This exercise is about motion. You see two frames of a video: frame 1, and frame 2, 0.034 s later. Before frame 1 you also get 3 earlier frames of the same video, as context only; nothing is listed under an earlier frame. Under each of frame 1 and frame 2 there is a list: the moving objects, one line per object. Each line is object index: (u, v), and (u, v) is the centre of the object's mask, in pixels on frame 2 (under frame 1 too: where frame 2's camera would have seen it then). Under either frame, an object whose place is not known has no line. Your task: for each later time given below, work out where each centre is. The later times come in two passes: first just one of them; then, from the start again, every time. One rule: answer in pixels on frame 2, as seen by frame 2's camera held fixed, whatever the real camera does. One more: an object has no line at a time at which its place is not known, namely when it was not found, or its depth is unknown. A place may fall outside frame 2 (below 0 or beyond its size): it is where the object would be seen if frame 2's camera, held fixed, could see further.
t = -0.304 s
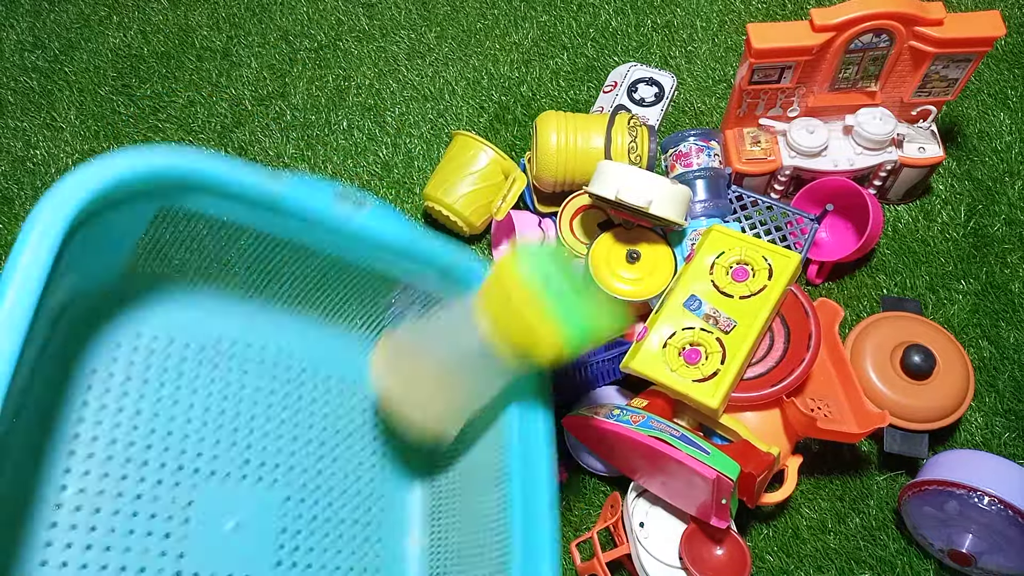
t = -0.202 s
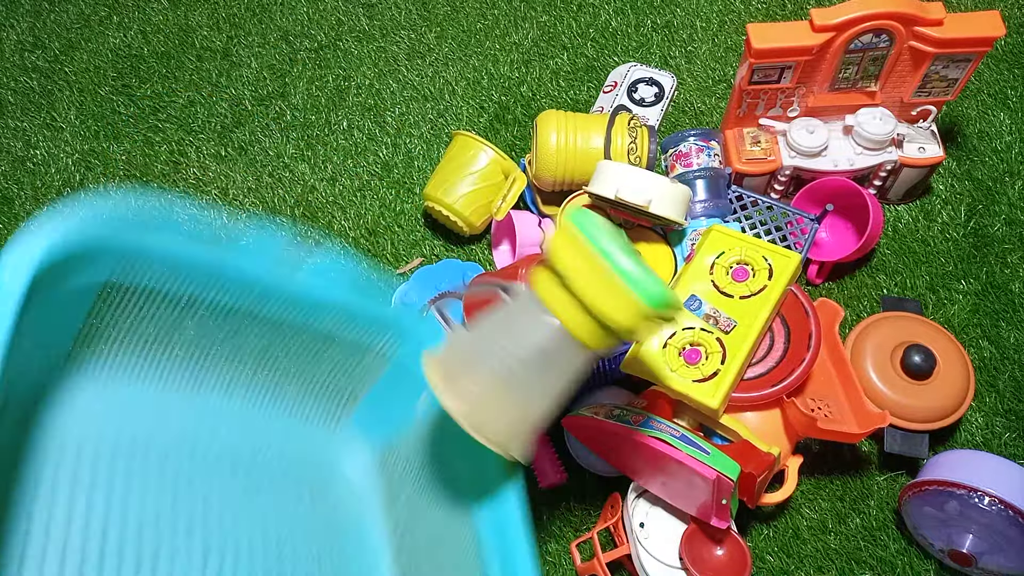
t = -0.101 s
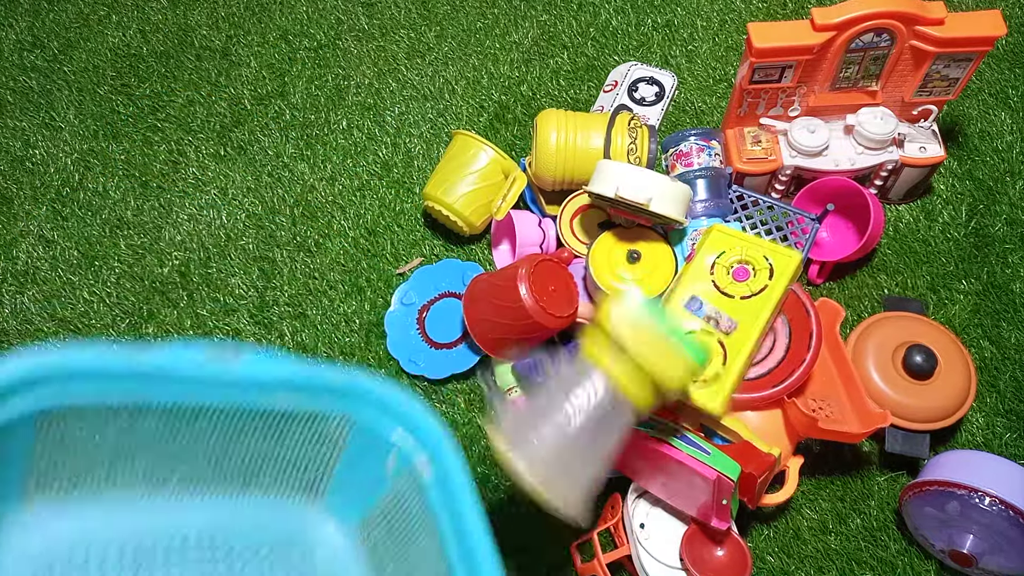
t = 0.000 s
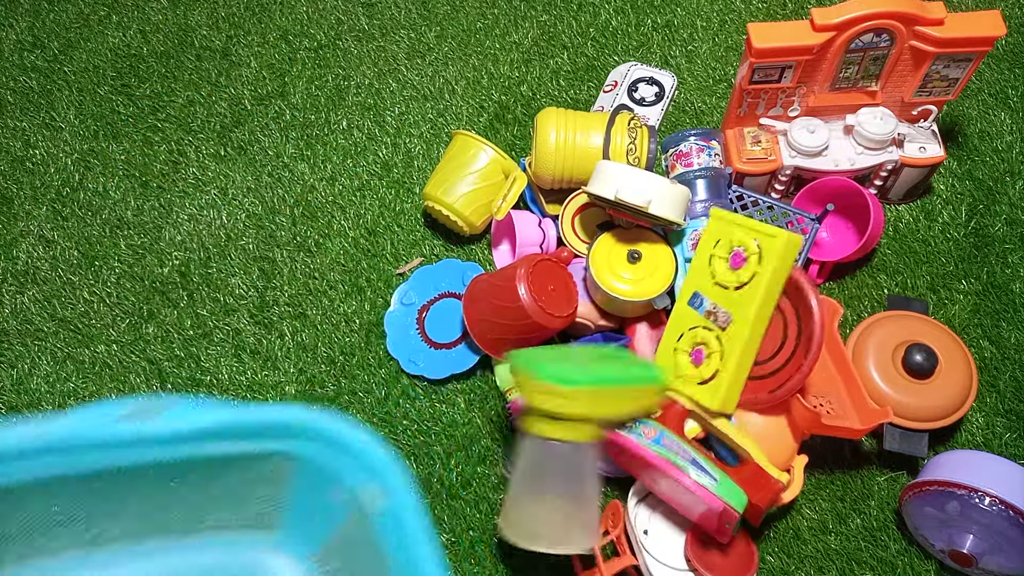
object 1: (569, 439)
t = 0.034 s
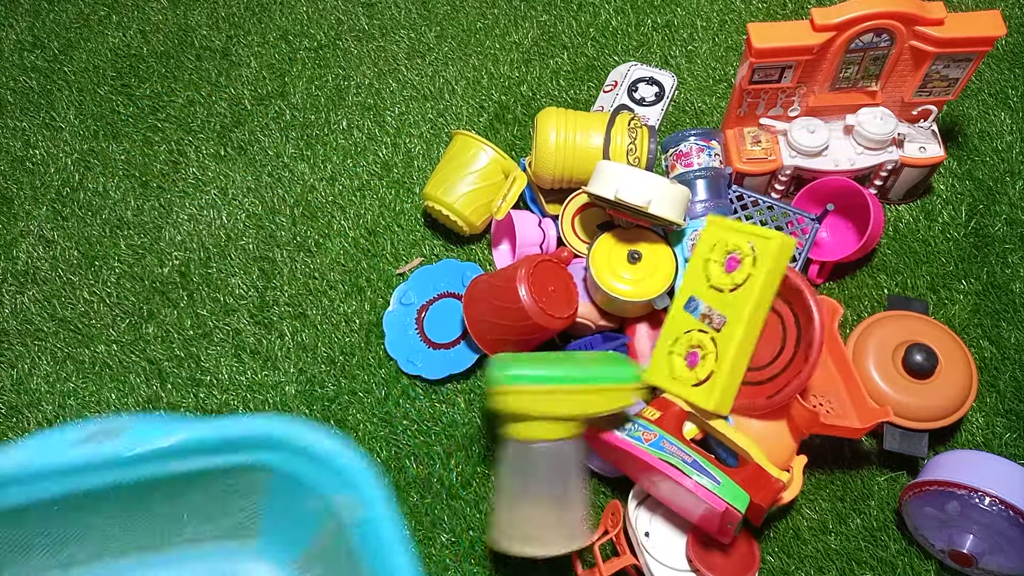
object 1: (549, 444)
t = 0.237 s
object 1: (449, 436)
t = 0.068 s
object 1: (528, 448)
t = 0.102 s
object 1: (508, 450)
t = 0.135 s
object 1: (491, 449)
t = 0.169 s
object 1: (475, 448)
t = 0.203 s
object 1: (462, 445)
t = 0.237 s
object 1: (449, 436)
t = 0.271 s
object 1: (435, 432)
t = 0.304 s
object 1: (417, 431)
